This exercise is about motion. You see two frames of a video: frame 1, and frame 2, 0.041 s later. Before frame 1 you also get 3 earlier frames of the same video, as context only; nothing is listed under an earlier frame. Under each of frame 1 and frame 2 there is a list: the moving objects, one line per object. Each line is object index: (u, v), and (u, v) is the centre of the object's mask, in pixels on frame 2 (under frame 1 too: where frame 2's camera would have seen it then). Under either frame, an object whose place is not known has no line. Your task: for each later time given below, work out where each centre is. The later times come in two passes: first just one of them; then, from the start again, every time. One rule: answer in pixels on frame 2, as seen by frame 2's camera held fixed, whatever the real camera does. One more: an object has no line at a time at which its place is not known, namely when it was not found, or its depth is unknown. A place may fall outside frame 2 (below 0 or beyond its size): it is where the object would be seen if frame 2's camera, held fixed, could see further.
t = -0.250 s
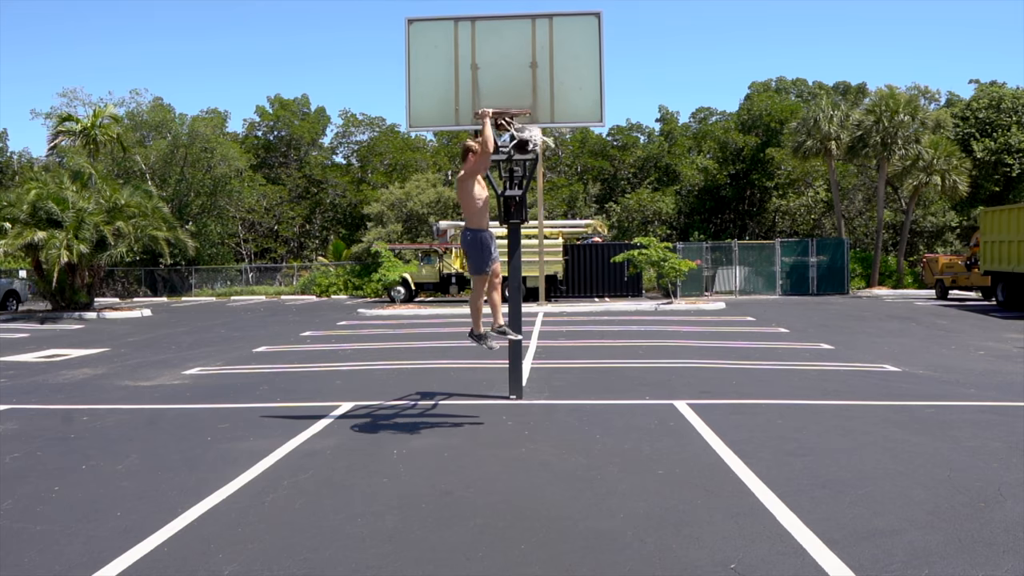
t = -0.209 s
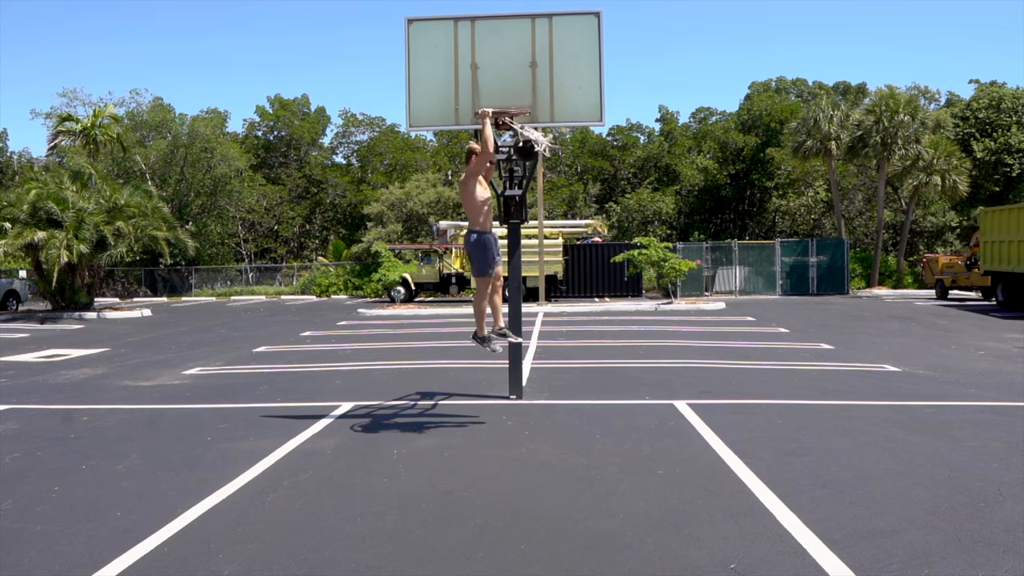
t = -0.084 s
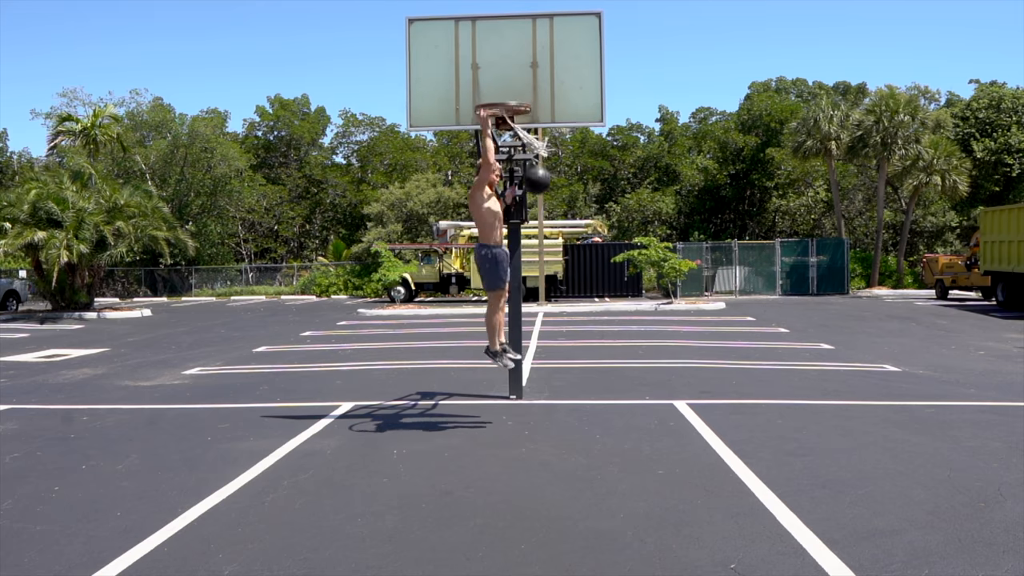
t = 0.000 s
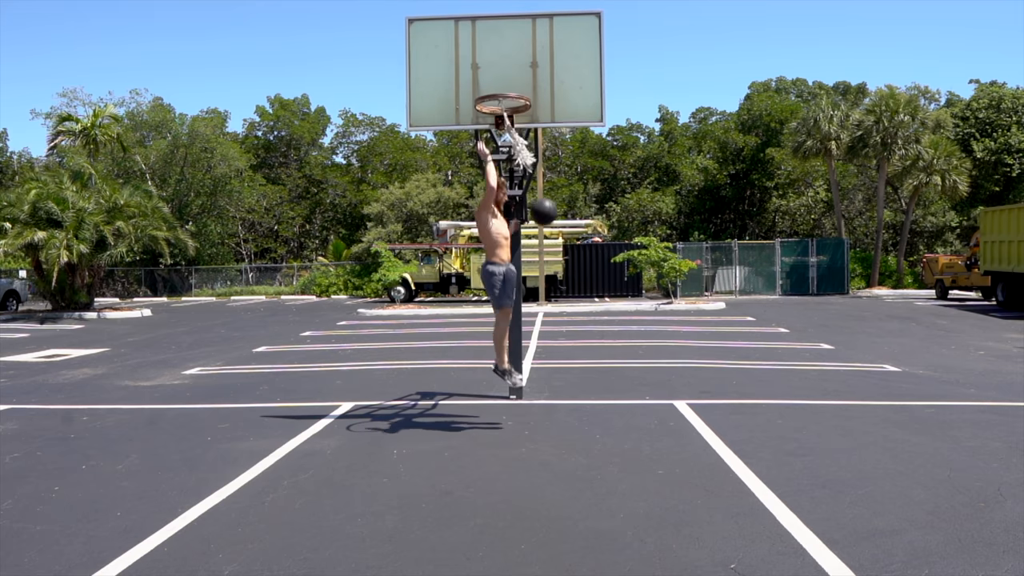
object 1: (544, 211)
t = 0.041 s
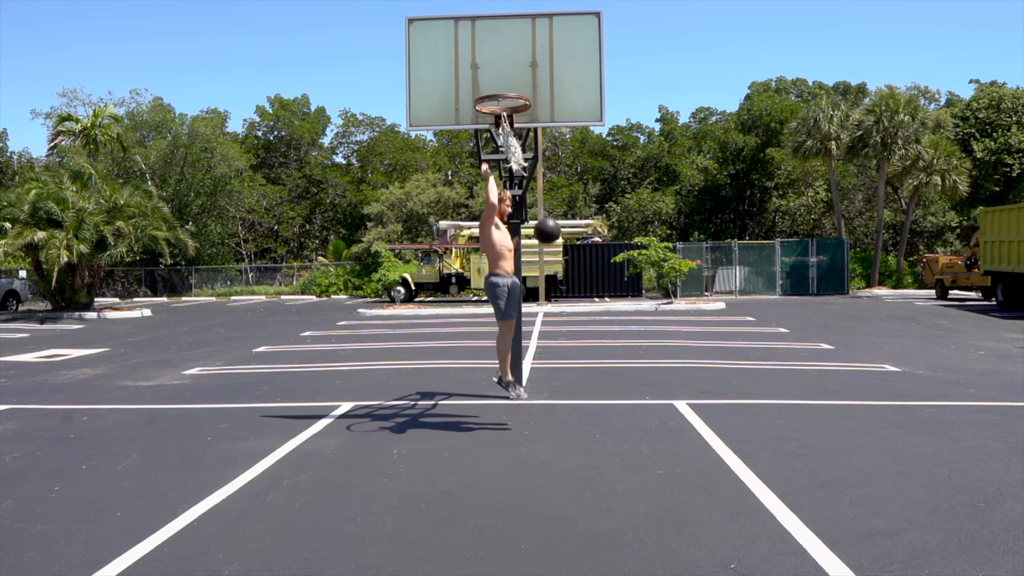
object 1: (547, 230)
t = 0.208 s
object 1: (561, 324)
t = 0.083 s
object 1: (550, 251)
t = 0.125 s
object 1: (554, 274)
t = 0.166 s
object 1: (557, 296)
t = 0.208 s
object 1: (561, 324)
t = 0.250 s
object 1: (564, 351)
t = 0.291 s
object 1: (568, 381)
